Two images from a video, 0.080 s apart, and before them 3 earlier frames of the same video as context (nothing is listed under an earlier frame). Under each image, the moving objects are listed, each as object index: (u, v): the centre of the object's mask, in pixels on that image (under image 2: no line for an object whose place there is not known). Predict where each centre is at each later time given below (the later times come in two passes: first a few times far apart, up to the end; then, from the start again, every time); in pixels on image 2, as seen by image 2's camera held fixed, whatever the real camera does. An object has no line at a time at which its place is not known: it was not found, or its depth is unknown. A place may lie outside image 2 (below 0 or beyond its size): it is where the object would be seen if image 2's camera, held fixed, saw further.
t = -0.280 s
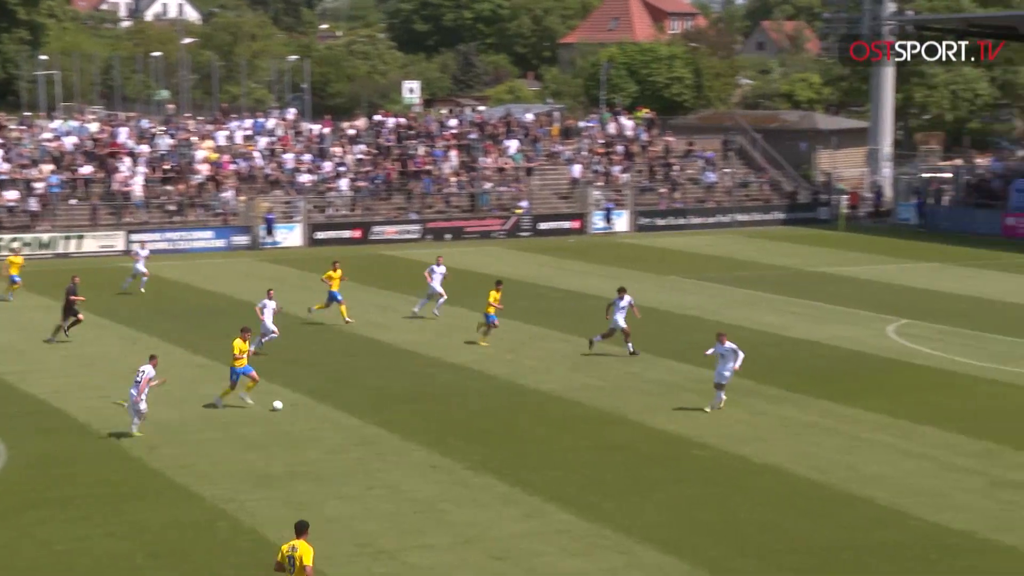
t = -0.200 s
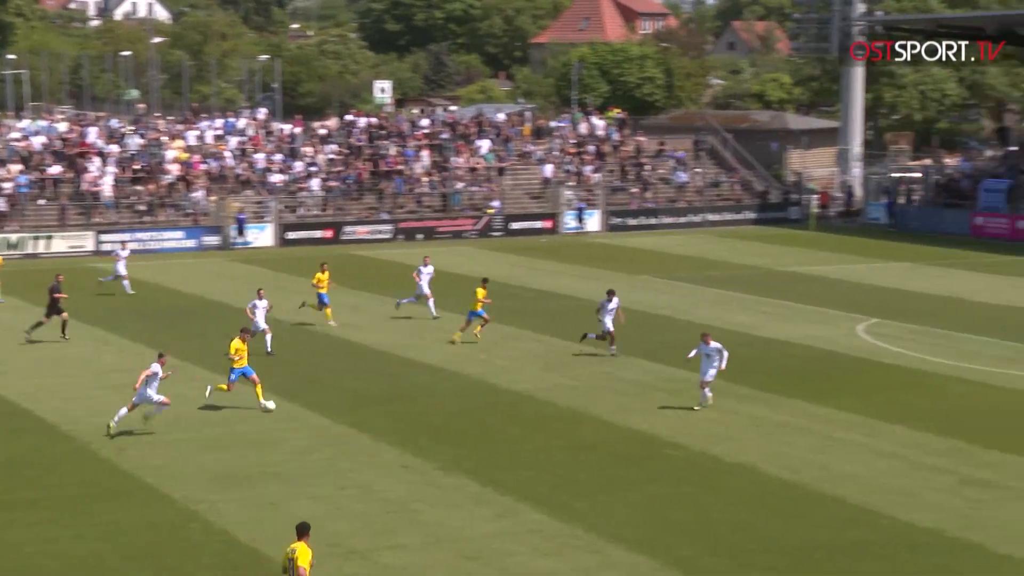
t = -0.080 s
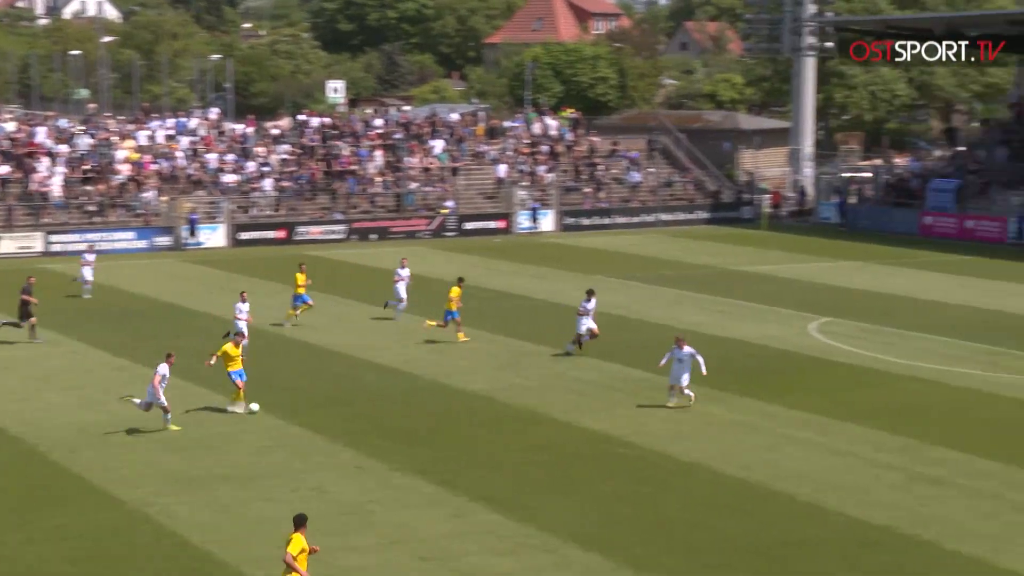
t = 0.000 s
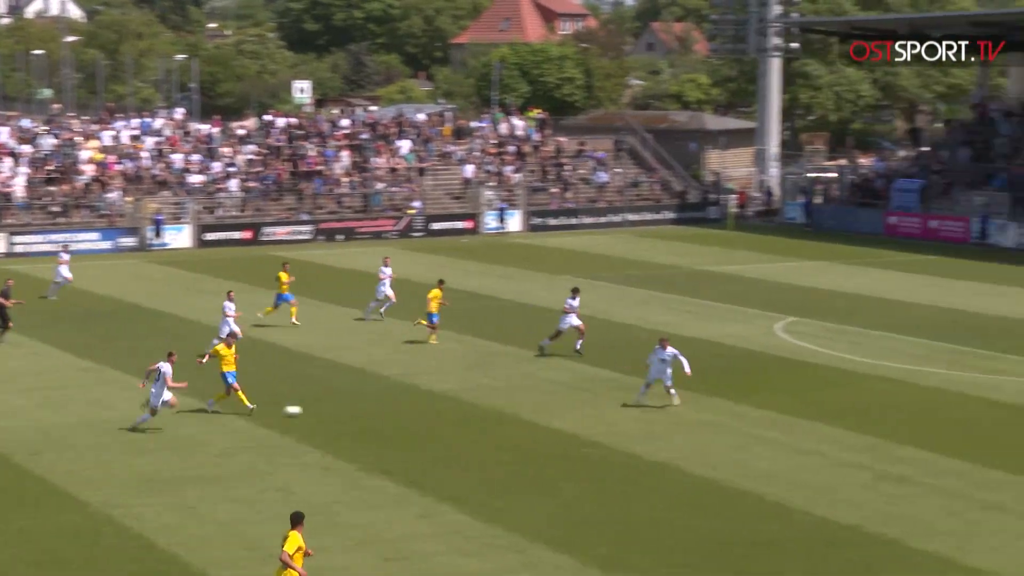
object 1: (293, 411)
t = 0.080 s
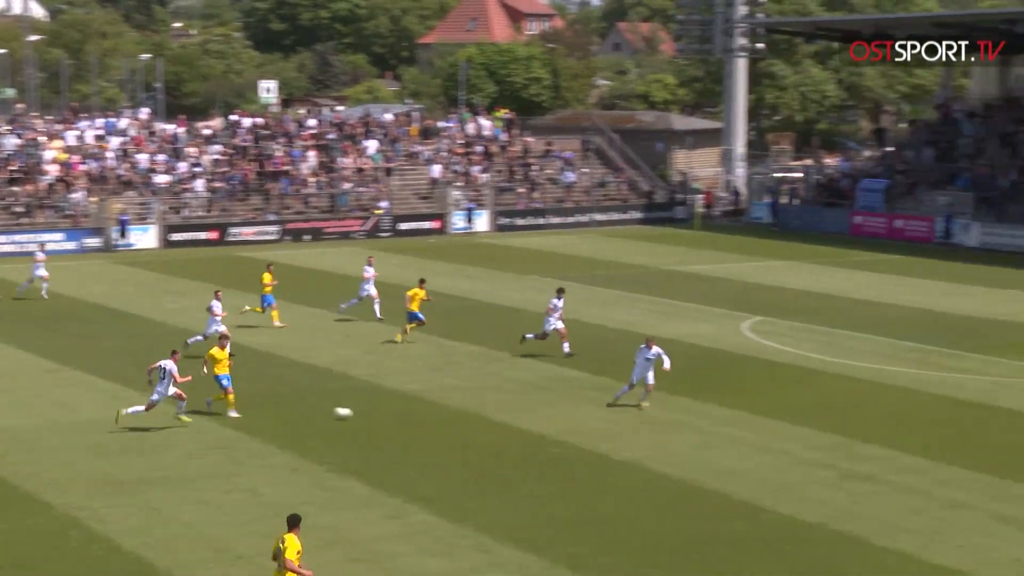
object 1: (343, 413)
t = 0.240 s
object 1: (500, 418)
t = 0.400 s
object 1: (646, 424)
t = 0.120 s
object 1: (383, 415)
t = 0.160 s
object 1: (424, 417)
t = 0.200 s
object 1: (462, 417)
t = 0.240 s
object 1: (500, 418)
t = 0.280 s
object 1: (537, 419)
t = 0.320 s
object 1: (575, 422)
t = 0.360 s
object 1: (612, 424)
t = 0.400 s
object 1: (646, 424)
